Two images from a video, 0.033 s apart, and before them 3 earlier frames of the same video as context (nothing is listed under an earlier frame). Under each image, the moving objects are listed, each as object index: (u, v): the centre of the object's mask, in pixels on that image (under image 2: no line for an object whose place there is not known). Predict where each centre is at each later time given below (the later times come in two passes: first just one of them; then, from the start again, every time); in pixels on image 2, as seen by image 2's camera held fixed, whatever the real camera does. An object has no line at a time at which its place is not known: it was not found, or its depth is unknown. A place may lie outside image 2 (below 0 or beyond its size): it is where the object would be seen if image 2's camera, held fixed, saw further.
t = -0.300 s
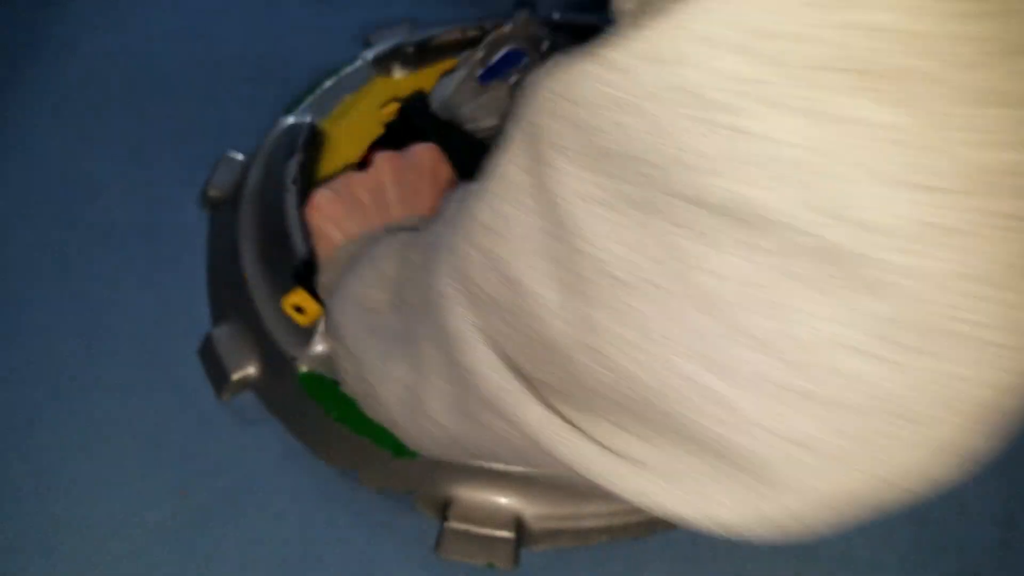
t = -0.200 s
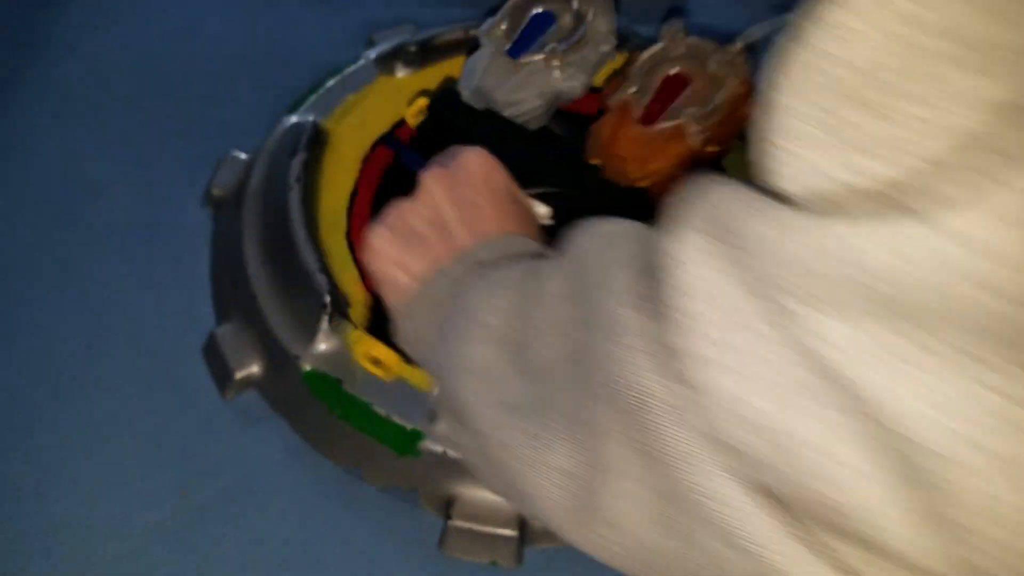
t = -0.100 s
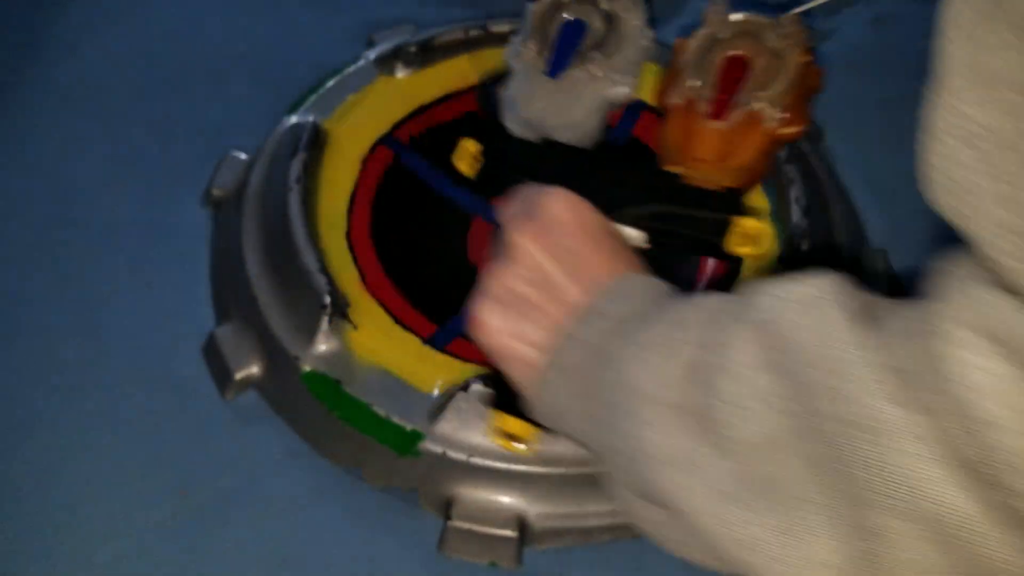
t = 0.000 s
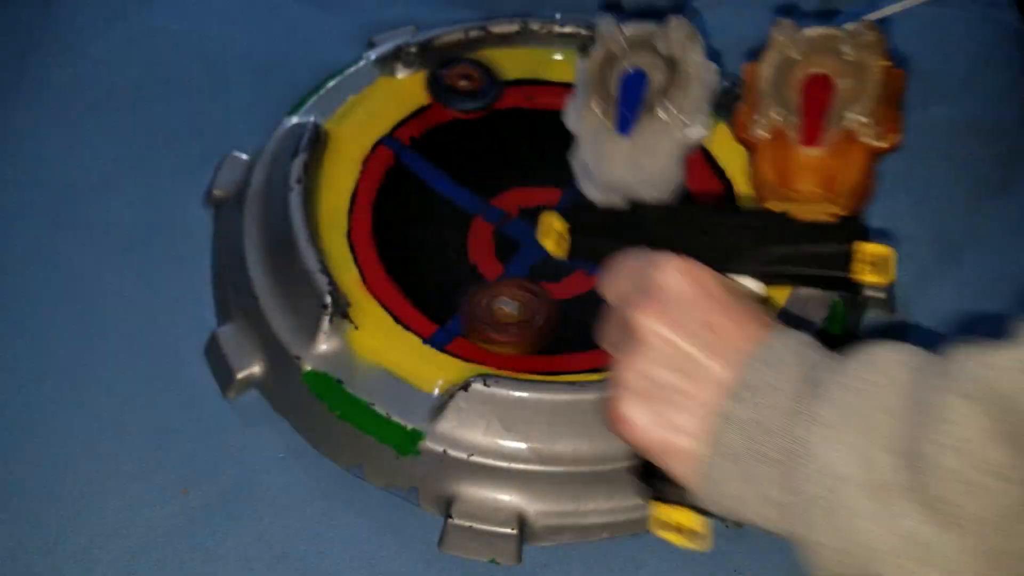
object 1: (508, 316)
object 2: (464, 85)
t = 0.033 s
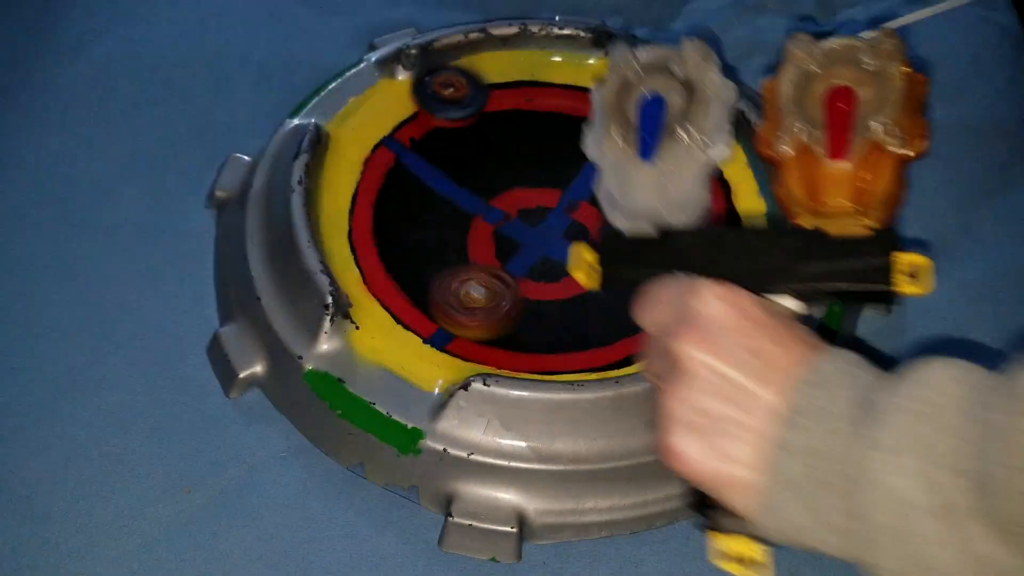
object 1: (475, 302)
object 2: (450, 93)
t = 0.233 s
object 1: (583, 305)
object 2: (328, 41)
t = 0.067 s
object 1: (451, 281)
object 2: (436, 105)
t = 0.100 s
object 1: (436, 256)
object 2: (427, 123)
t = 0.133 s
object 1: (431, 228)
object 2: (419, 145)
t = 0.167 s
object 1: (469, 245)
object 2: (394, 126)
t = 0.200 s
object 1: (527, 281)
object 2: (352, 76)
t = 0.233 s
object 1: (583, 305)
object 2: (328, 41)
